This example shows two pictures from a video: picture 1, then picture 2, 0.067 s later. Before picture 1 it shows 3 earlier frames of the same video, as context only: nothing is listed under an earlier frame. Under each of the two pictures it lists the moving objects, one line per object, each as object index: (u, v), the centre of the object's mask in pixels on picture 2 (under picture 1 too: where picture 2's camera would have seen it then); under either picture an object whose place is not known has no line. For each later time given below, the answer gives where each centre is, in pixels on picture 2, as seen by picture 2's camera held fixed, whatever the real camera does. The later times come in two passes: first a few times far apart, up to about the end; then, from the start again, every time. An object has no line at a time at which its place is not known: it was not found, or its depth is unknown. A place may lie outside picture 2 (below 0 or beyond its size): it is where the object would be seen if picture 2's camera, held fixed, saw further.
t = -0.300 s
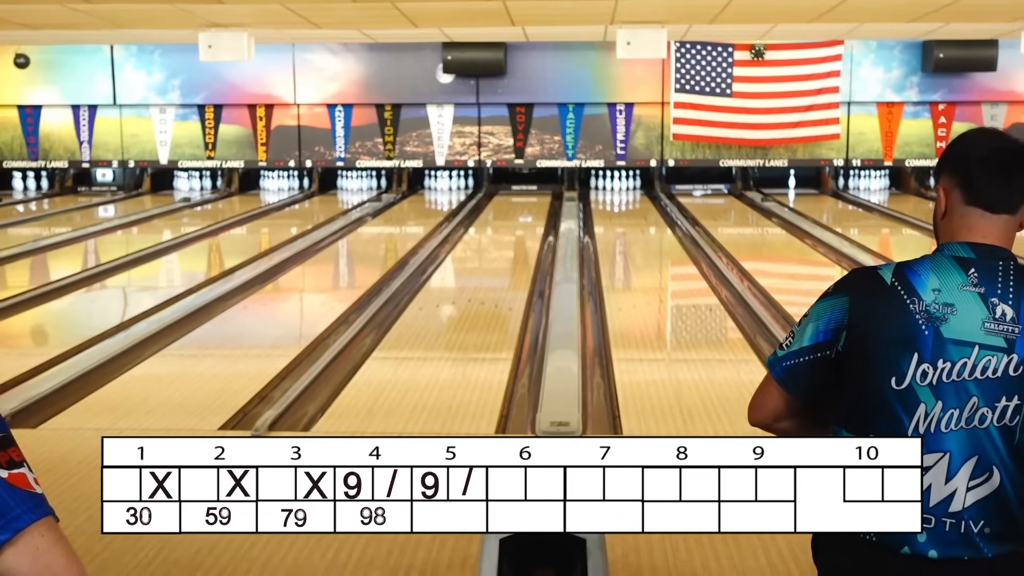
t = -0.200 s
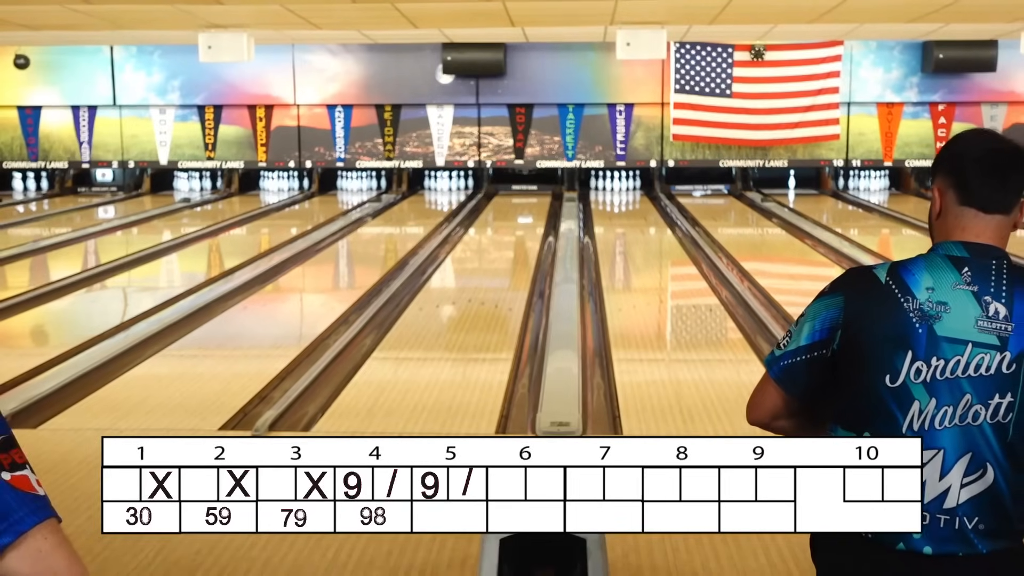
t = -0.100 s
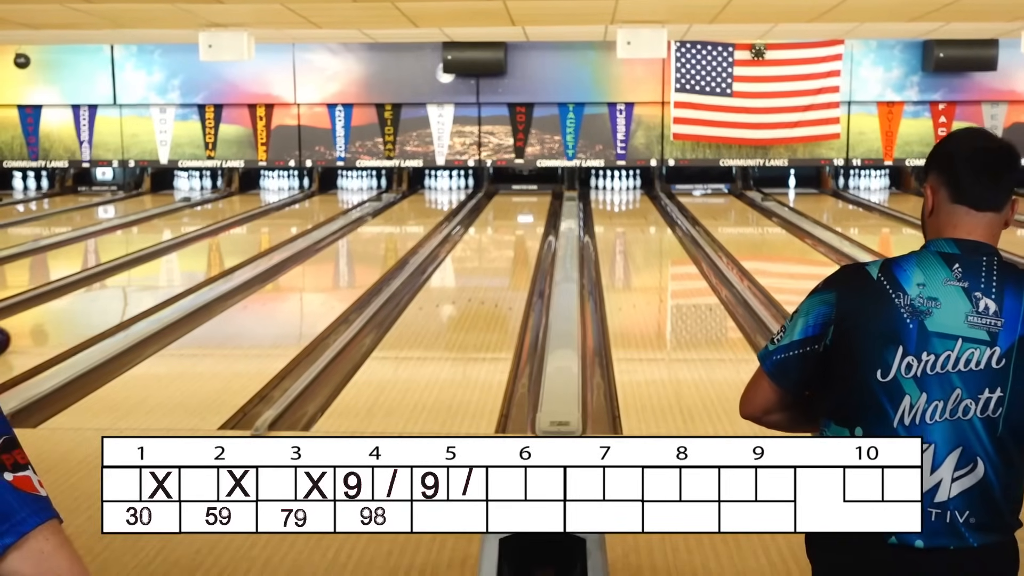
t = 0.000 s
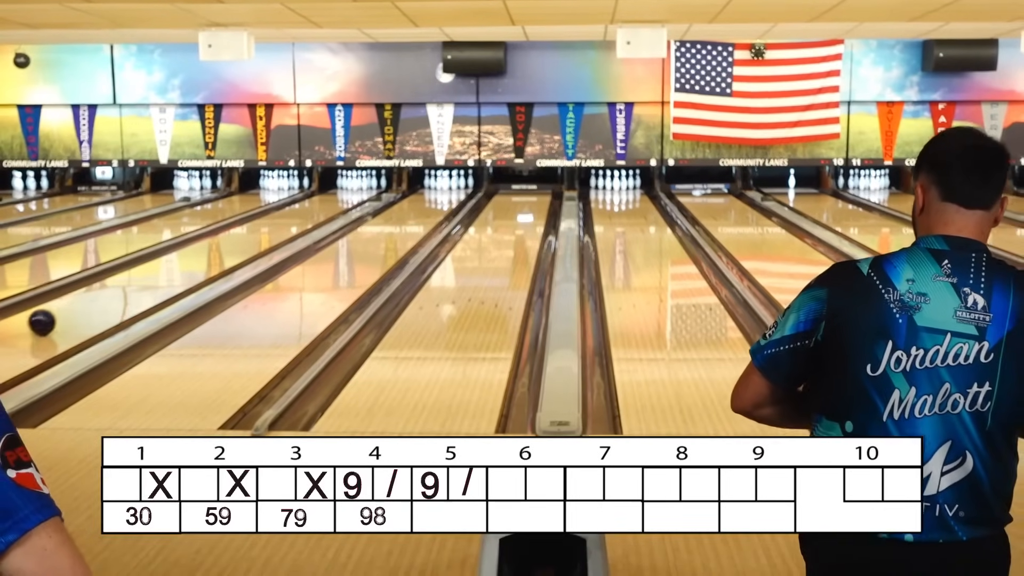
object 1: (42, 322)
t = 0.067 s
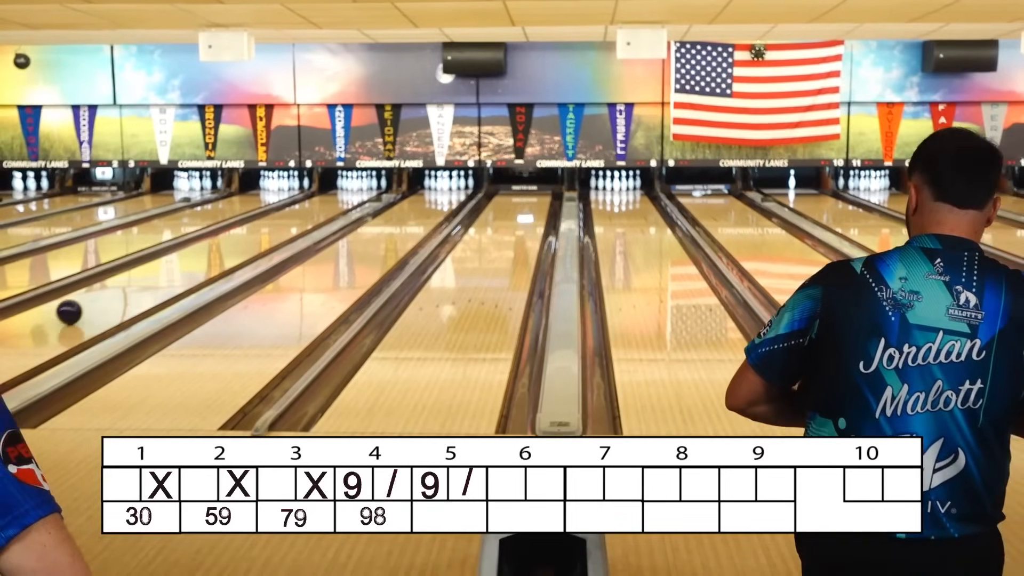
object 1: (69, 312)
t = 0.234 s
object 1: (127, 289)
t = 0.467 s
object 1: (189, 265)
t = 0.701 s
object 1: (237, 246)
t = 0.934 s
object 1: (275, 231)
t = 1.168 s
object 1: (304, 219)
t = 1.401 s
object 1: (327, 209)
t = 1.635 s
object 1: (341, 201)
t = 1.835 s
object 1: (349, 195)
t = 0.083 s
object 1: (75, 310)
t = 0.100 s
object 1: (82, 307)
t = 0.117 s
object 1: (88, 304)
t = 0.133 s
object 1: (94, 302)
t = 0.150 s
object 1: (99, 300)
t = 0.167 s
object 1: (105, 298)
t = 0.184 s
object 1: (111, 296)
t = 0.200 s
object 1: (116, 293)
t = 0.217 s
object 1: (122, 291)
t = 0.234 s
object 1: (127, 289)
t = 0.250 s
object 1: (132, 287)
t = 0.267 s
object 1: (137, 285)
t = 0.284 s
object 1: (142, 283)
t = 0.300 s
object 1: (147, 282)
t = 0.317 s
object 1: (151, 280)
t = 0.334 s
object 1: (156, 278)
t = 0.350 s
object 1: (160, 276)
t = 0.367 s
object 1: (164, 275)
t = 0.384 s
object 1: (169, 273)
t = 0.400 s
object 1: (173, 271)
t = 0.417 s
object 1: (177, 270)
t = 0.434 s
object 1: (181, 268)
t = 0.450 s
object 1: (185, 267)
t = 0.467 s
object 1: (189, 265)
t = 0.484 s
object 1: (193, 264)
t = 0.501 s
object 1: (197, 262)
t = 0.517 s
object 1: (201, 261)
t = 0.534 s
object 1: (204, 259)
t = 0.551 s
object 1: (208, 258)
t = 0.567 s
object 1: (211, 256)
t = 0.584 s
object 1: (215, 255)
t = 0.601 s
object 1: (218, 254)
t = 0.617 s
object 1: (221, 253)
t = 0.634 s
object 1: (224, 251)
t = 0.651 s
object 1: (228, 250)
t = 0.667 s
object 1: (231, 249)
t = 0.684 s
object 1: (234, 247)
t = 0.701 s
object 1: (237, 246)
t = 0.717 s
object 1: (240, 245)
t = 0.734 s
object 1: (243, 244)
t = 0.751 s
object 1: (246, 243)
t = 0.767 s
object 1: (249, 242)
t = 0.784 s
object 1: (252, 241)
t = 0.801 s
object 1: (254, 239)
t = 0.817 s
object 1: (257, 238)
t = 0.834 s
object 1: (259, 237)
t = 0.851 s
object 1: (262, 236)
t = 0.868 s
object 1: (265, 235)
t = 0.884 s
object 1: (267, 234)
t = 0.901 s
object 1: (270, 233)
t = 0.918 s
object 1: (272, 232)
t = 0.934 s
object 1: (275, 231)
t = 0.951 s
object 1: (277, 230)
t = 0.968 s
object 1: (279, 229)
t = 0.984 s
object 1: (281, 229)
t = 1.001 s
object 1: (284, 228)
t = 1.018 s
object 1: (286, 227)
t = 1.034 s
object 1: (288, 226)
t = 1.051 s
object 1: (290, 225)
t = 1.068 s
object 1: (292, 224)
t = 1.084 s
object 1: (294, 223)
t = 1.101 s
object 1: (297, 222)
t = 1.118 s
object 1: (298, 222)
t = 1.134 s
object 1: (300, 221)
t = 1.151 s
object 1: (302, 220)
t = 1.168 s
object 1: (304, 219)
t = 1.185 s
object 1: (306, 218)
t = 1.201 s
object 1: (308, 218)
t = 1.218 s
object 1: (310, 217)
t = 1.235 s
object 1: (311, 216)
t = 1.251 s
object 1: (313, 215)
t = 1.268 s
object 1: (315, 215)
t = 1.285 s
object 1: (316, 214)
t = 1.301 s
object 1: (318, 213)
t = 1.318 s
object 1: (320, 213)
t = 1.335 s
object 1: (321, 212)
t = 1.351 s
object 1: (323, 211)
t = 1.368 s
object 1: (324, 211)
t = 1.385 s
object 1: (325, 210)
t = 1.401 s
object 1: (327, 209)
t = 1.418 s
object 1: (328, 209)
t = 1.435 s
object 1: (329, 208)
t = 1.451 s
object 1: (331, 207)
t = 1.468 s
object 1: (332, 207)
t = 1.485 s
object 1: (333, 206)
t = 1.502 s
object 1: (334, 206)
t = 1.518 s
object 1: (335, 205)
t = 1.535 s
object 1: (336, 204)
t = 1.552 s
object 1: (337, 204)
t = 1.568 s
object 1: (338, 203)
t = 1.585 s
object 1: (338, 203)
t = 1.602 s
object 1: (340, 202)
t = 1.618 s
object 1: (341, 202)
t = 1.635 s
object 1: (341, 201)
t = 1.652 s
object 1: (342, 200)
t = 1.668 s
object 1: (343, 200)
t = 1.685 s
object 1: (344, 199)
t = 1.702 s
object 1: (344, 199)
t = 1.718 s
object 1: (345, 199)
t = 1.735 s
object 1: (345, 198)
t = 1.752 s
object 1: (346, 198)
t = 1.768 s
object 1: (347, 197)
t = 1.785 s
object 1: (347, 196)
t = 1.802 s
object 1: (348, 196)
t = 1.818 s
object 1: (348, 196)
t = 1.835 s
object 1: (349, 195)
